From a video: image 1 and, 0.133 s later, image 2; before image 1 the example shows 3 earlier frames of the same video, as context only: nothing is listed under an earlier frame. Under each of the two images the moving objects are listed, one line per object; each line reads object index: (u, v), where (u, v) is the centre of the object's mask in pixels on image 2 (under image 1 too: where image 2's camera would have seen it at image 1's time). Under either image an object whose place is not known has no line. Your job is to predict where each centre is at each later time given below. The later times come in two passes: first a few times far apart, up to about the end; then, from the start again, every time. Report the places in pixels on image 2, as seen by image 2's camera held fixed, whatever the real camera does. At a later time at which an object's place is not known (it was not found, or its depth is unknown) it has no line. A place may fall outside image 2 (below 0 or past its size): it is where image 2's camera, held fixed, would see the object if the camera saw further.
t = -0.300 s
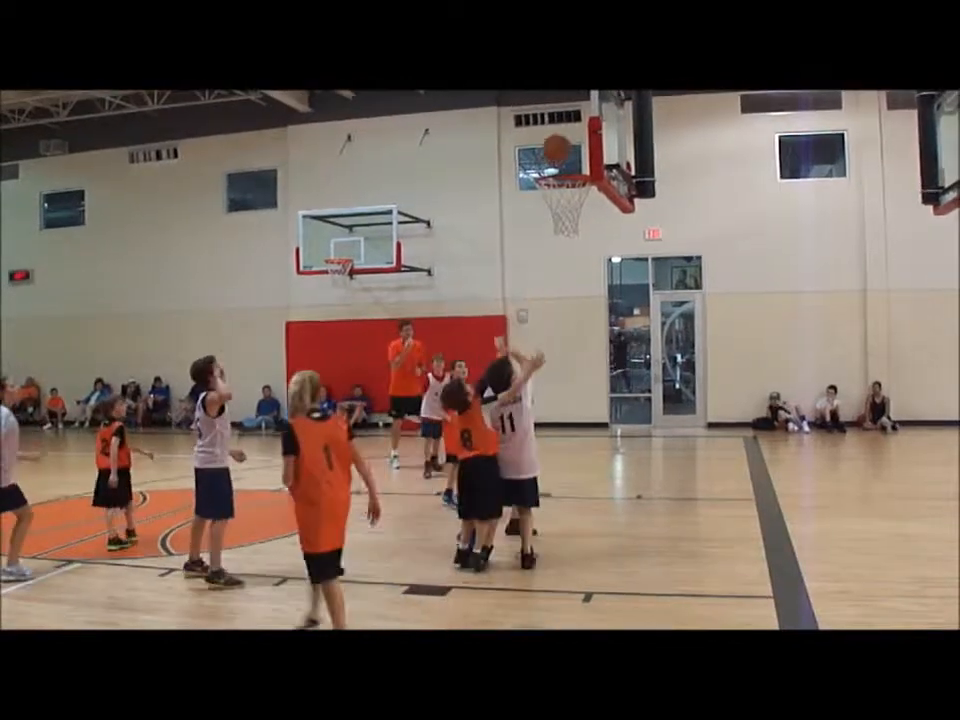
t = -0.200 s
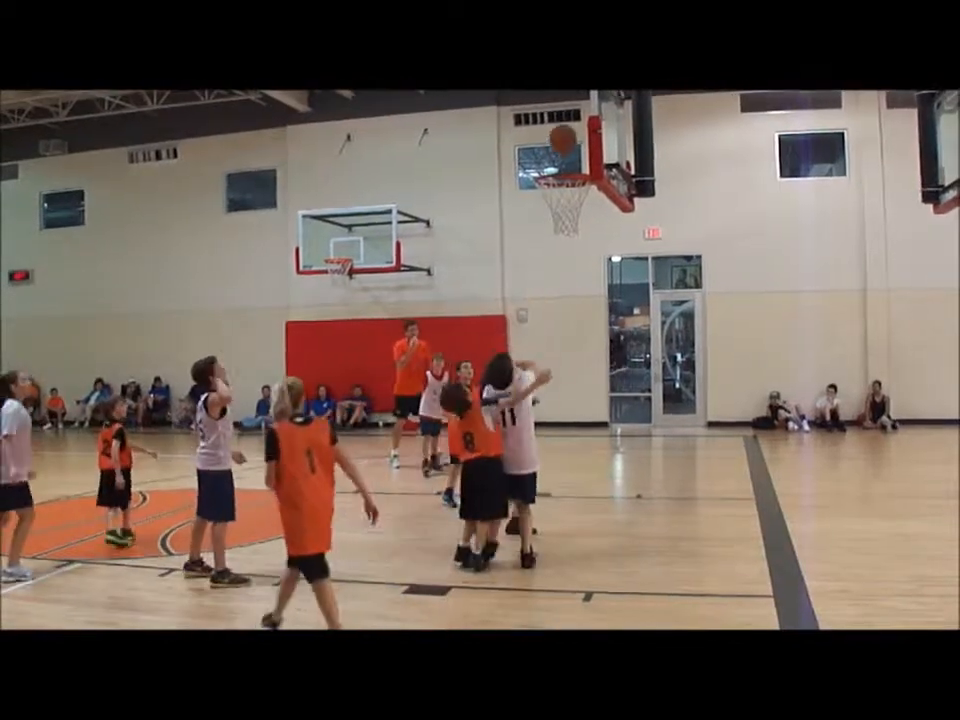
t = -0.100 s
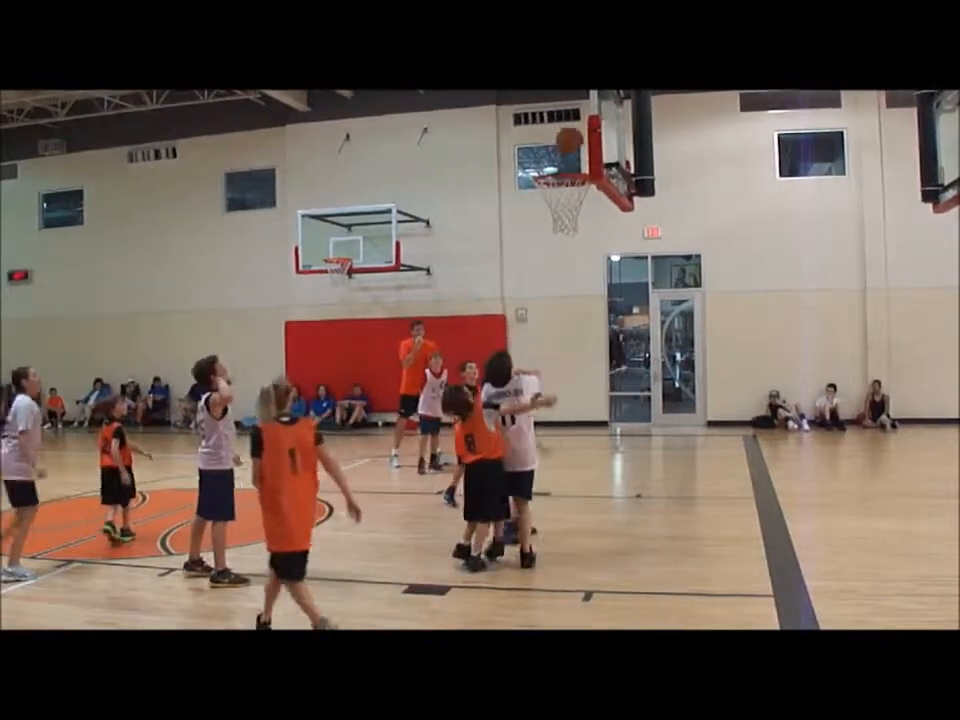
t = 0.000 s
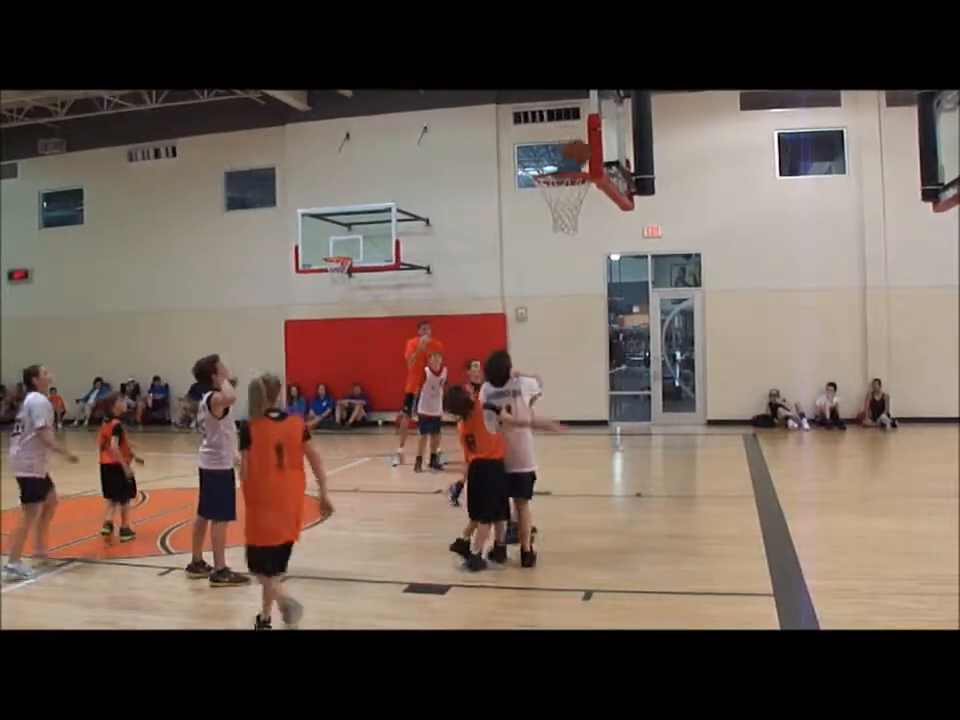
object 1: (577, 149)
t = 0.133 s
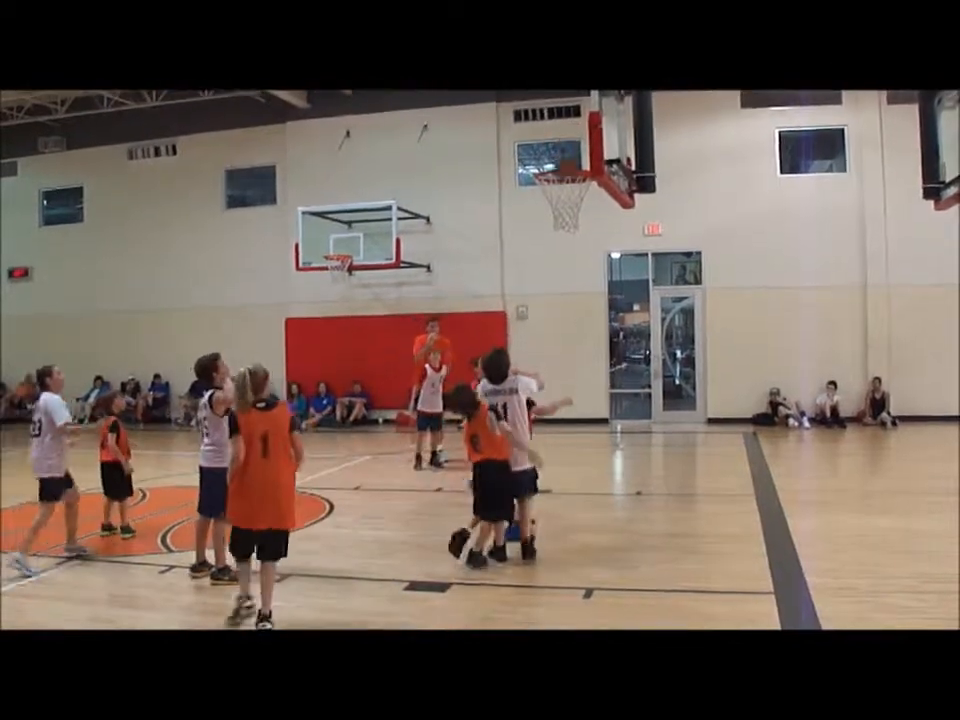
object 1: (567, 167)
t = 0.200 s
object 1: (554, 173)
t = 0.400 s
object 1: (569, 186)
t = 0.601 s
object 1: (576, 202)
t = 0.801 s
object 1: (570, 237)
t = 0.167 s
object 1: (558, 169)
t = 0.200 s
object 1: (554, 173)
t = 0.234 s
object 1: (554, 173)
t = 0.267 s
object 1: (556, 174)
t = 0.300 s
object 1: (558, 176)
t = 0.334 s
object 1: (563, 183)
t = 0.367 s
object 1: (567, 183)
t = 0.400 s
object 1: (569, 186)
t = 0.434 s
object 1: (573, 187)
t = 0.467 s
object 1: (574, 189)
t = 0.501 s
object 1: (575, 191)
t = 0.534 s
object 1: (576, 193)
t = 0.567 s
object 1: (576, 198)
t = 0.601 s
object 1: (576, 202)
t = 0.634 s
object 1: (576, 205)
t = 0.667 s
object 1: (575, 209)
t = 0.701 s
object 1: (575, 216)
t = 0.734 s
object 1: (573, 222)
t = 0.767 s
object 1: (572, 229)
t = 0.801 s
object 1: (570, 237)
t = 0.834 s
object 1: (568, 247)
